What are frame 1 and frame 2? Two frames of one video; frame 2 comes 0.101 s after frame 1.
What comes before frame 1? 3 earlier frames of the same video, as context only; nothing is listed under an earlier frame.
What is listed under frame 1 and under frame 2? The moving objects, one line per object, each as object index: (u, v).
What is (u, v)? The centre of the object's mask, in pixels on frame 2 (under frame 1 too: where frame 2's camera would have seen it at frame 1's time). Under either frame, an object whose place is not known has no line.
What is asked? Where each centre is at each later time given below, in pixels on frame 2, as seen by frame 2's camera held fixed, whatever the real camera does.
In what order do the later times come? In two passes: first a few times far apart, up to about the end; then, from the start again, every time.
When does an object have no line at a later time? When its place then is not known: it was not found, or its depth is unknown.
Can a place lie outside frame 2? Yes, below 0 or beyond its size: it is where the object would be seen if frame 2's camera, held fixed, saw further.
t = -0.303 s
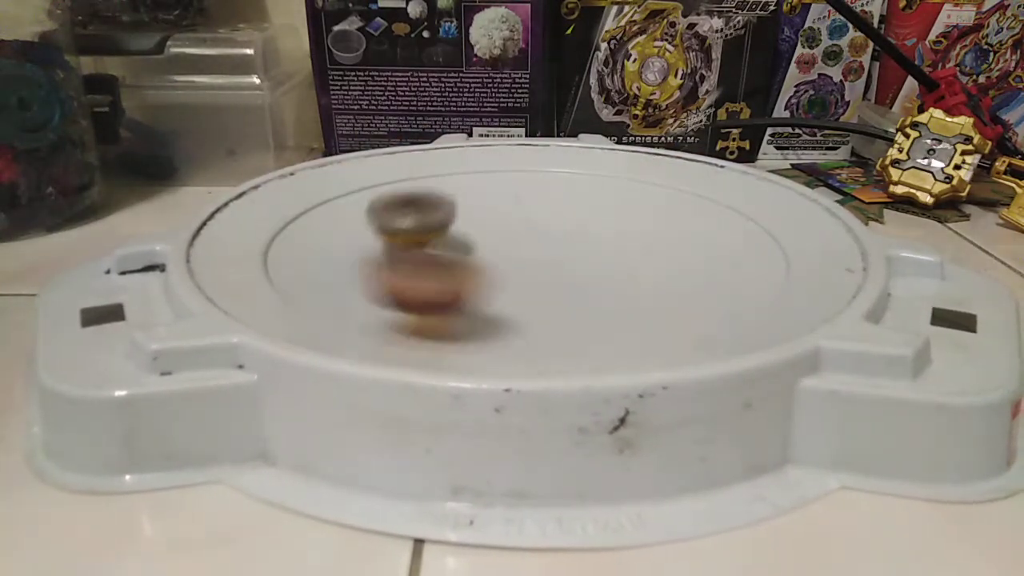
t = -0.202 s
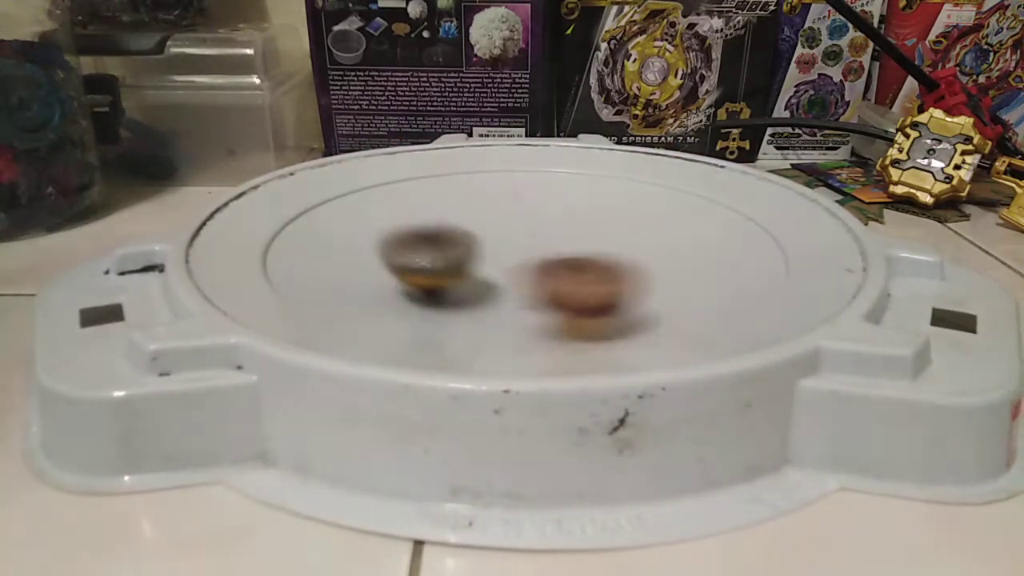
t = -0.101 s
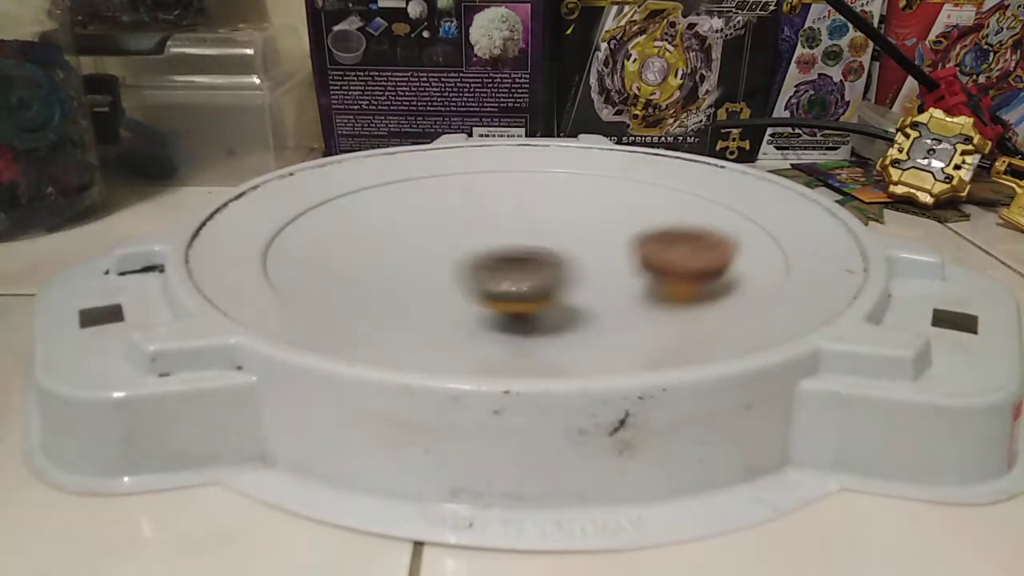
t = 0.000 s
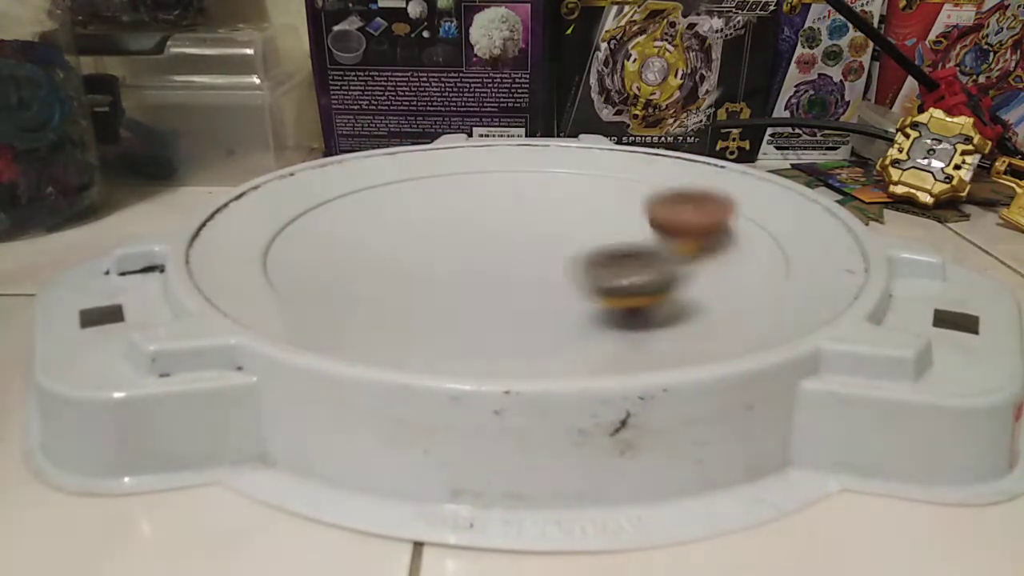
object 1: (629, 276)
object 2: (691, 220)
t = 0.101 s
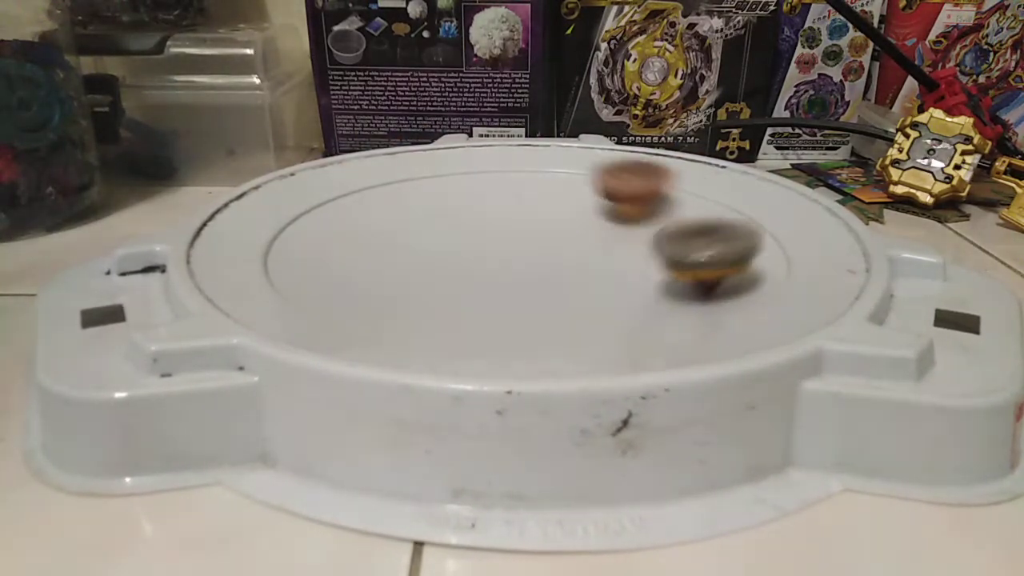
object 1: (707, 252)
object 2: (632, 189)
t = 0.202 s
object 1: (706, 223)
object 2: (553, 175)
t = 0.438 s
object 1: (523, 199)
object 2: (379, 205)
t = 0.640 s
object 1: (388, 225)
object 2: (442, 278)
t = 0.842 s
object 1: (409, 277)
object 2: (674, 268)
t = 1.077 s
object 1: (625, 269)
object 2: (650, 198)
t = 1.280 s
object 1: (607, 211)
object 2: (490, 194)
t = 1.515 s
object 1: (454, 183)
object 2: (387, 247)
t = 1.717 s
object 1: (380, 226)
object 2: (525, 289)
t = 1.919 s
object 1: (506, 270)
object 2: (660, 253)
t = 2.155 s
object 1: (664, 229)
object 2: (572, 205)
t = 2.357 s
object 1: (602, 184)
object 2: (445, 204)
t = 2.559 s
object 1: (473, 196)
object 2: (398, 244)
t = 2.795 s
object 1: (428, 249)
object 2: (564, 284)
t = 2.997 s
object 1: (536, 273)
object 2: (717, 244)
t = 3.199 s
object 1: (617, 243)
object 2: (677, 203)
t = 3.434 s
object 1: (480, 229)
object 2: (551, 175)
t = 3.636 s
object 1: (397, 250)
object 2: (437, 198)
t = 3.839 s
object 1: (525, 285)
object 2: (408, 252)
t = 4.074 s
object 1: (738, 246)
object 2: (399, 246)
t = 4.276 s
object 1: (720, 203)
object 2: (462, 240)
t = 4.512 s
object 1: (596, 192)
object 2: (488, 217)
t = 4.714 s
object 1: (533, 197)
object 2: (399, 217)
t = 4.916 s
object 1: (484, 233)
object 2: (392, 244)
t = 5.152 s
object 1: (637, 246)
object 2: (375, 264)
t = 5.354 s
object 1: (711, 216)
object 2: (462, 271)
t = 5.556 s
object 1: (627, 213)
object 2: (537, 249)
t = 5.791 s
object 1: (563, 216)
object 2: (475, 234)
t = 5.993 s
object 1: (582, 238)
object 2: (384, 224)
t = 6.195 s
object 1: (627, 246)
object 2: (371, 227)
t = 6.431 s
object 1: (585, 246)
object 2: (461, 243)
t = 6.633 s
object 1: (634, 246)
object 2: (429, 229)
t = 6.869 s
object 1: (606, 237)
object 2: (452, 230)
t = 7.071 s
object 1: (551, 250)
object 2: (471, 229)
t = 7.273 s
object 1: (558, 268)
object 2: (475, 227)
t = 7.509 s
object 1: (555, 263)
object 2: (502, 233)
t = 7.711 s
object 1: (542, 269)
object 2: (524, 219)
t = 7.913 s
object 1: (507, 268)
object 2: (555, 222)
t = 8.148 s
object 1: (463, 271)
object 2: (566, 228)
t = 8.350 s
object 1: (469, 255)
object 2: (550, 257)
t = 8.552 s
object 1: (453, 232)
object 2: (590, 269)
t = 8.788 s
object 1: (473, 210)
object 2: (604, 268)
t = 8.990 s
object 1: (520, 203)
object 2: (566, 265)
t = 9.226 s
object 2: (597, 248)
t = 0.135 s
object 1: (713, 241)
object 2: (608, 182)
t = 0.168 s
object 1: (713, 231)
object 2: (581, 177)
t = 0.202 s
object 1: (706, 223)
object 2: (553, 175)
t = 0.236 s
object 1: (690, 214)
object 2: (525, 174)
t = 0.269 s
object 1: (666, 209)
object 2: (496, 174)
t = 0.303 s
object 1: (638, 204)
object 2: (468, 177)
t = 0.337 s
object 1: (609, 201)
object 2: (441, 181)
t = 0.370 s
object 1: (580, 202)
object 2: (415, 187)
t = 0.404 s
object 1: (552, 201)
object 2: (395, 194)
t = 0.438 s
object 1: (523, 199)
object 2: (379, 205)
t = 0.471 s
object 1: (496, 200)
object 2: (369, 218)
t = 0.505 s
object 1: (470, 202)
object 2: (367, 231)
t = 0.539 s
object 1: (445, 206)
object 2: (372, 245)
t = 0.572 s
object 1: (426, 206)
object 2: (387, 256)
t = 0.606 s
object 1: (405, 211)
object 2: (411, 267)
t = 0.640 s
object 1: (388, 225)
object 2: (442, 278)
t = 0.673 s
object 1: (377, 233)
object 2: (481, 286)
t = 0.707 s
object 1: (369, 241)
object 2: (524, 288)
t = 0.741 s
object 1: (368, 250)
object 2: (567, 288)
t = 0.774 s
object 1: (373, 259)
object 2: (610, 283)
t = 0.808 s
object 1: (388, 269)
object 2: (649, 277)
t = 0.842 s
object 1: (409, 277)
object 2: (674, 268)
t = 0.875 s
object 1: (440, 284)
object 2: (693, 257)
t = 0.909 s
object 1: (476, 289)
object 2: (703, 244)
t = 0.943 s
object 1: (511, 289)
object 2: (703, 232)
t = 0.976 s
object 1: (549, 289)
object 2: (697, 222)
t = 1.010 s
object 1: (580, 284)
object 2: (685, 212)
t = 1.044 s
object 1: (605, 277)
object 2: (669, 205)
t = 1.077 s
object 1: (625, 269)
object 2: (650, 198)
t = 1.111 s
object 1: (638, 259)
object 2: (625, 193)
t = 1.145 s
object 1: (643, 248)
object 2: (599, 189)
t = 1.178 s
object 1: (640, 238)
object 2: (572, 188)
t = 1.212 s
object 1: (633, 229)
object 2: (546, 188)
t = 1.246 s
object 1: (623, 220)
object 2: (519, 190)
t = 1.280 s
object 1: (607, 211)
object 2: (490, 194)
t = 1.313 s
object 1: (590, 204)
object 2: (466, 198)
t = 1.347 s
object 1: (571, 198)
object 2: (442, 202)
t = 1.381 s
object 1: (548, 191)
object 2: (422, 209)
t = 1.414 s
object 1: (525, 186)
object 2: (407, 216)
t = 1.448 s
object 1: (502, 185)
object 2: (395, 226)
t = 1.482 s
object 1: (477, 184)
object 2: (388, 236)
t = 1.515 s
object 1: (454, 183)
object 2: (387, 247)
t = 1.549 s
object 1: (431, 187)
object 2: (394, 257)
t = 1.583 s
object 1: (412, 191)
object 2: (408, 266)
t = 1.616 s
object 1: (397, 198)
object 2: (431, 277)
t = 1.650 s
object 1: (385, 205)
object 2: (460, 284)
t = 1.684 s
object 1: (380, 215)
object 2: (491, 287)
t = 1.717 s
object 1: (380, 226)
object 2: (525, 289)
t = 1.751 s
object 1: (387, 237)
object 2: (559, 289)
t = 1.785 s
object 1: (399, 248)
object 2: (594, 287)
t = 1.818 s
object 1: (419, 257)
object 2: (618, 279)
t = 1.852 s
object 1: (442, 262)
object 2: (638, 271)
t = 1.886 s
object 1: (474, 269)
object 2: (652, 262)
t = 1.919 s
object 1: (506, 270)
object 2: (660, 253)
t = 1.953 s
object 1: (540, 271)
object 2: (662, 245)
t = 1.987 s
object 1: (573, 269)
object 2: (655, 233)
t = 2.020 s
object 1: (601, 264)
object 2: (648, 220)
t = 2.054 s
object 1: (625, 258)
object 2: (631, 208)
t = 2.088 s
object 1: (643, 249)
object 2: (610, 203)
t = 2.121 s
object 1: (657, 239)
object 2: (589, 207)
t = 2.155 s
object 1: (664, 229)
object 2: (572, 205)
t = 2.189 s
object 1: (666, 218)
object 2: (550, 202)
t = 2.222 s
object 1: (663, 208)
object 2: (527, 198)
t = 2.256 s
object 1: (654, 199)
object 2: (505, 197)
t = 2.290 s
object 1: (639, 192)
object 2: (483, 198)
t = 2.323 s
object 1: (622, 188)
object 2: (462, 200)
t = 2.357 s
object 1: (602, 184)
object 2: (445, 204)
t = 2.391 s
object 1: (580, 182)
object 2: (430, 208)
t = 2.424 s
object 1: (557, 182)
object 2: (416, 213)
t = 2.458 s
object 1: (535, 184)
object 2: (405, 219)
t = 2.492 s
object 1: (512, 186)
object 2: (399, 228)
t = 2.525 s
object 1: (492, 190)
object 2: (397, 236)
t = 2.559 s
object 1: (473, 196)
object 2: (398, 244)
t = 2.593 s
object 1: (458, 201)
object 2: (405, 251)
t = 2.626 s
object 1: (446, 206)
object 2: (421, 259)
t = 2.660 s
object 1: (436, 213)
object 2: (441, 264)
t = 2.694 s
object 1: (427, 223)
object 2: (460, 270)
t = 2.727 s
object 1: (427, 242)
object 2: (492, 276)
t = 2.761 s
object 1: (426, 245)
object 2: (527, 283)
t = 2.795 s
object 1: (428, 249)
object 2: (564, 284)
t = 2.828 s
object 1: (435, 255)
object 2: (601, 285)
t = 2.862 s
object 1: (446, 260)
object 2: (636, 280)
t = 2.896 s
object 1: (463, 266)
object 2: (664, 274)
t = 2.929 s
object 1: (485, 270)
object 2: (688, 266)
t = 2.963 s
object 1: (509, 273)
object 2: (705, 258)
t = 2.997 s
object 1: (536, 273)
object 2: (717, 244)
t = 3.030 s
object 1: (559, 271)
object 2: (721, 236)
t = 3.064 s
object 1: (581, 267)
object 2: (720, 228)
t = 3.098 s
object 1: (600, 261)
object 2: (713, 220)
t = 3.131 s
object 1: (612, 254)
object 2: (701, 214)
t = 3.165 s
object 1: (621, 246)
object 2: (691, 211)
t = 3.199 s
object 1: (617, 243)
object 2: (677, 203)
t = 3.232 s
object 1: (601, 241)
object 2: (663, 193)
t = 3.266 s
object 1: (584, 238)
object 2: (650, 188)
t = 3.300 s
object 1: (566, 236)
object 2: (630, 181)
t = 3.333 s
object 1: (547, 233)
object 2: (611, 177)
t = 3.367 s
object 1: (525, 229)
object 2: (594, 177)
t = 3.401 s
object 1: (502, 230)
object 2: (571, 174)
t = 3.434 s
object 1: (480, 229)
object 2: (551, 175)
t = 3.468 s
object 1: (459, 232)
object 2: (531, 178)
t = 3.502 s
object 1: (440, 233)
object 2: (508, 179)
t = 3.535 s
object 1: (423, 235)
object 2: (488, 183)
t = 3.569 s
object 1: (409, 239)
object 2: (469, 188)
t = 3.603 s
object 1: (400, 243)
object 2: (451, 193)
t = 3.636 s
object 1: (397, 250)
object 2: (437, 198)
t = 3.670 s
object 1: (400, 256)
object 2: (425, 205)
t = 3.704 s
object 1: (410, 263)
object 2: (416, 211)
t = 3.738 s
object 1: (430, 270)
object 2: (408, 221)
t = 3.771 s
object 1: (449, 275)
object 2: (403, 231)
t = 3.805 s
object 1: (479, 277)
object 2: (407, 248)
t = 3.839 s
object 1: (525, 285)
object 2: (408, 252)
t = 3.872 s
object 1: (576, 287)
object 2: (397, 247)
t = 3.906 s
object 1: (625, 285)
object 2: (392, 244)
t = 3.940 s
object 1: (661, 276)
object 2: (388, 243)
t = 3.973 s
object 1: (687, 270)
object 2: (386, 244)
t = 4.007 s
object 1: (709, 263)
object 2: (388, 245)
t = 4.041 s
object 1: (726, 255)
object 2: (393, 245)
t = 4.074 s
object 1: (738, 246)
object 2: (399, 246)
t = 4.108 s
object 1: (748, 237)
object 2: (408, 247)
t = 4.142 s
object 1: (751, 228)
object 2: (417, 247)
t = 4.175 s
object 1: (750, 221)
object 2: (428, 246)
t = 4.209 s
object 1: (744, 213)
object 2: (440, 245)
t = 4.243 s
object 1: (734, 208)
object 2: (451, 243)
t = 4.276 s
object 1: (720, 203)
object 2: (462, 240)
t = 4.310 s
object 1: (702, 200)
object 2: (472, 237)
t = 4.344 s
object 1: (683, 198)
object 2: (482, 233)
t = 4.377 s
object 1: (661, 198)
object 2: (492, 229)
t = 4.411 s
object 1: (637, 197)
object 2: (501, 226)
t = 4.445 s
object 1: (615, 196)
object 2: (508, 221)
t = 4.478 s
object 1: (594, 196)
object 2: (512, 217)
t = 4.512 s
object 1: (596, 192)
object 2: (488, 217)
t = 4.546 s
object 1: (597, 189)
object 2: (466, 214)
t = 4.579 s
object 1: (592, 188)
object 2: (449, 214)
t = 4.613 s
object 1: (580, 188)
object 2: (435, 214)
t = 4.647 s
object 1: (565, 190)
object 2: (421, 214)
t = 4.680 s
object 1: (549, 193)
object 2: (408, 215)
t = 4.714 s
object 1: (533, 197)
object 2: (399, 217)
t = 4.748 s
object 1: (517, 203)
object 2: (390, 220)
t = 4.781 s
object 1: (503, 208)
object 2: (385, 223)
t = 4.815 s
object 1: (493, 214)
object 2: (382, 227)
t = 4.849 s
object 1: (485, 220)
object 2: (384, 232)
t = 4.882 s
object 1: (481, 227)
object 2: (389, 238)
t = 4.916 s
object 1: (484, 233)
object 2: (392, 244)
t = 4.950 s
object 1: (490, 239)
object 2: (395, 249)
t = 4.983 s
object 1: (501, 246)
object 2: (401, 253)
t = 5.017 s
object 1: (539, 254)
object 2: (386, 255)
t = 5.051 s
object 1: (571, 254)
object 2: (377, 257)
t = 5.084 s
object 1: (600, 252)
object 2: (372, 259)
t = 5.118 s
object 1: (624, 249)
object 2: (372, 262)
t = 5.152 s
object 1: (637, 246)
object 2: (375, 264)
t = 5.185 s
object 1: (657, 244)
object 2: (383, 267)
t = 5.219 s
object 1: (675, 238)
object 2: (396, 270)
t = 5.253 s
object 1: (689, 232)
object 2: (411, 272)
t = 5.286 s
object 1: (701, 227)
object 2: (429, 272)
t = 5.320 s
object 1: (708, 221)
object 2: (445, 272)
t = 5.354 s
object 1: (711, 216)
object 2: (462, 271)
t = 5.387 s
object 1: (709, 211)
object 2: (477, 268)
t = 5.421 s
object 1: (702, 208)
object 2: (491, 266)
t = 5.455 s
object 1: (692, 204)
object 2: (503, 262)
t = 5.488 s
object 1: (674, 204)
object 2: (516, 257)
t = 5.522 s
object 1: (647, 211)
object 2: (527, 253)
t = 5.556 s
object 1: (627, 213)
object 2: (537, 249)
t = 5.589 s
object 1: (614, 213)
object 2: (541, 243)
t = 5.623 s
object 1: (607, 213)
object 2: (523, 243)
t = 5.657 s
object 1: (605, 211)
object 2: (509, 241)
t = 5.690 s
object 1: (598, 211)
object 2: (500, 238)
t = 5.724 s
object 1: (588, 211)
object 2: (491, 237)
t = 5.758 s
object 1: (576, 213)
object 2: (482, 235)
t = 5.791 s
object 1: (563, 216)
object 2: (475, 234)
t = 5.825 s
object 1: (551, 220)
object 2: (468, 233)
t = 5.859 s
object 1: (553, 223)
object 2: (443, 231)
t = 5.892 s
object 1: (558, 227)
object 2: (423, 230)
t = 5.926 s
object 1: (565, 230)
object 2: (408, 228)
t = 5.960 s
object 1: (574, 234)
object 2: (396, 226)
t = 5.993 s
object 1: (582, 238)
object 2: (384, 224)
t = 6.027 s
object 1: (592, 241)
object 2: (377, 223)
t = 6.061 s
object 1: (602, 244)
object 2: (370, 223)
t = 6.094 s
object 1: (610, 245)
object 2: (366, 223)
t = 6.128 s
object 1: (618, 246)
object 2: (365, 223)
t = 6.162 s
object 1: (623, 246)
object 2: (367, 225)
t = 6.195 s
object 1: (627, 246)
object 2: (371, 227)
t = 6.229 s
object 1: (628, 246)
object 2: (382, 230)
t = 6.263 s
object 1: (627, 246)
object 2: (392, 232)
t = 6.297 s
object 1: (624, 246)
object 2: (405, 235)
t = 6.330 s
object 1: (618, 246)
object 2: (417, 237)
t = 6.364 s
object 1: (609, 246)
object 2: (432, 240)
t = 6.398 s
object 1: (598, 246)
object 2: (446, 241)
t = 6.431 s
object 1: (585, 246)
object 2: (461, 243)
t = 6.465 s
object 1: (571, 247)
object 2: (477, 242)
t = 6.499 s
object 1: (583, 249)
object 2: (465, 242)
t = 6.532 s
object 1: (600, 249)
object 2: (449, 238)
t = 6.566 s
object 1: (615, 248)
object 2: (440, 234)
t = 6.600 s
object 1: (626, 247)
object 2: (433, 231)
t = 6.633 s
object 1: (634, 246)
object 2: (429, 229)
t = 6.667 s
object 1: (642, 244)
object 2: (427, 228)
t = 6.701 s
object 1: (645, 242)
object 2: (427, 227)
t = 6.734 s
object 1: (644, 241)
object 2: (430, 228)
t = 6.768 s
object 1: (638, 239)
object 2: (433, 227)
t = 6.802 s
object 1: (630, 238)
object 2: (439, 227)
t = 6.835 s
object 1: (620, 237)
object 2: (444, 228)
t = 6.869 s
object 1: (606, 237)
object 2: (452, 230)
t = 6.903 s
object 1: (598, 235)
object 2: (459, 230)
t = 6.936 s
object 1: (582, 236)
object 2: (467, 231)
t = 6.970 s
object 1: (563, 240)
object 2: (473, 233)
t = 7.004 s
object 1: (560, 243)
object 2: (470, 230)
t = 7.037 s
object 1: (554, 246)
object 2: (470, 230)
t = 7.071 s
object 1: (551, 250)
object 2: (471, 229)
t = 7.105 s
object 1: (552, 254)
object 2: (468, 227)
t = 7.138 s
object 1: (554, 258)
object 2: (468, 226)
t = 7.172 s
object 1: (554, 261)
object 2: (469, 227)
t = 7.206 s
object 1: (555, 264)
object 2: (468, 227)
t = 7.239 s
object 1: (556, 267)
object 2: (470, 225)
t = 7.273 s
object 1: (558, 268)
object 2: (475, 227)
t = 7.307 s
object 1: (559, 269)
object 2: (477, 227)
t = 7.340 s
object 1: (560, 269)
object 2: (480, 228)
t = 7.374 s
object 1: (560, 269)
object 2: (488, 231)
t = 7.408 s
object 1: (558, 269)
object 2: (496, 232)
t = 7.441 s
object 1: (563, 265)
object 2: (499, 232)
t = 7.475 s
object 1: (553, 267)
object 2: (500, 233)
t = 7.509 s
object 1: (555, 263)
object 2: (502, 233)
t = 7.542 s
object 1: (553, 265)
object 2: (507, 227)
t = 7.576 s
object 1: (550, 267)
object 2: (512, 223)
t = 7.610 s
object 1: (549, 268)
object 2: (515, 221)
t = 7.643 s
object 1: (547, 269)
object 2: (516, 220)
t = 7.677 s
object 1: (545, 268)
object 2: (520, 220)
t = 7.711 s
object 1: (542, 269)
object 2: (524, 219)
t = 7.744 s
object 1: (541, 268)
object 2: (525, 219)
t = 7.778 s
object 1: (538, 267)
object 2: (528, 218)
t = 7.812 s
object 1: (534, 265)
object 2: (531, 218)
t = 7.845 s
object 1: (530, 263)
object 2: (533, 219)
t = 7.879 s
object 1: (518, 266)
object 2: (540, 219)
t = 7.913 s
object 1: (507, 268)
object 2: (555, 222)
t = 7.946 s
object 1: (497, 271)
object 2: (565, 218)
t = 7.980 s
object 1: (490, 272)
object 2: (569, 212)
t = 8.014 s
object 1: (483, 273)
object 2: (573, 209)
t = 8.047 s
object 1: (475, 273)
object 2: (575, 213)
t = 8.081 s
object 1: (469, 273)
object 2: (572, 219)
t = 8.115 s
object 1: (465, 273)
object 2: (568, 223)
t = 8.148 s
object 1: (463, 271)
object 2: (566, 228)
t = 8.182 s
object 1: (462, 269)
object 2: (561, 232)
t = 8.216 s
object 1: (462, 267)
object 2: (557, 237)
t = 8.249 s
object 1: (462, 265)
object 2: (555, 241)
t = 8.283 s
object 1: (464, 262)
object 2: (552, 246)
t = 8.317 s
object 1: (467, 259)
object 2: (552, 251)
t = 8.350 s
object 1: (469, 255)
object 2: (550, 257)
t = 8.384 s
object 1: (470, 252)
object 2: (552, 261)
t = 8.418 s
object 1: (467, 248)
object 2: (562, 264)
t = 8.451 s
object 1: (462, 244)
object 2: (569, 267)
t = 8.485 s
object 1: (458, 239)
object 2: (575, 268)
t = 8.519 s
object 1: (455, 236)
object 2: (582, 269)
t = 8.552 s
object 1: (453, 232)
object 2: (590, 269)
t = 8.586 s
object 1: (453, 228)
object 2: (597, 269)
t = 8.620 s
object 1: (453, 225)
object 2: (603, 268)
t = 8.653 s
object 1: (455, 221)
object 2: (605, 268)
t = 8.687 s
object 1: (458, 217)
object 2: (607, 267)
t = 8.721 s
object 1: (462, 215)
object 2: (607, 267)
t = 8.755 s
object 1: (467, 212)
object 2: (606, 268)
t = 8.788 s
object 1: (473, 210)
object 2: (604, 268)
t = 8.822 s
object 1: (480, 209)
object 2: (600, 268)
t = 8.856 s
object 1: (488, 208)
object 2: (594, 269)
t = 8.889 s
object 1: (496, 207)
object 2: (586, 270)
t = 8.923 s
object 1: (504, 206)
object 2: (578, 269)
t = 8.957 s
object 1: (512, 206)
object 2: (570, 266)
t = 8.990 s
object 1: (520, 203)
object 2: (566, 265)
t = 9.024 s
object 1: (527, 205)
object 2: (565, 264)
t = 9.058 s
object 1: (535, 206)
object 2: (567, 263)
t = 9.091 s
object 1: (541, 207)
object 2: (569, 259)
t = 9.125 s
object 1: (547, 206)
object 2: (575, 253)
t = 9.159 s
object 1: (553, 206)
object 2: (583, 249)
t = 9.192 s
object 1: (560, 205)
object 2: (589, 248)
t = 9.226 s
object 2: (597, 248)
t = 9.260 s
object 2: (598, 249)
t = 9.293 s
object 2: (599, 250)
